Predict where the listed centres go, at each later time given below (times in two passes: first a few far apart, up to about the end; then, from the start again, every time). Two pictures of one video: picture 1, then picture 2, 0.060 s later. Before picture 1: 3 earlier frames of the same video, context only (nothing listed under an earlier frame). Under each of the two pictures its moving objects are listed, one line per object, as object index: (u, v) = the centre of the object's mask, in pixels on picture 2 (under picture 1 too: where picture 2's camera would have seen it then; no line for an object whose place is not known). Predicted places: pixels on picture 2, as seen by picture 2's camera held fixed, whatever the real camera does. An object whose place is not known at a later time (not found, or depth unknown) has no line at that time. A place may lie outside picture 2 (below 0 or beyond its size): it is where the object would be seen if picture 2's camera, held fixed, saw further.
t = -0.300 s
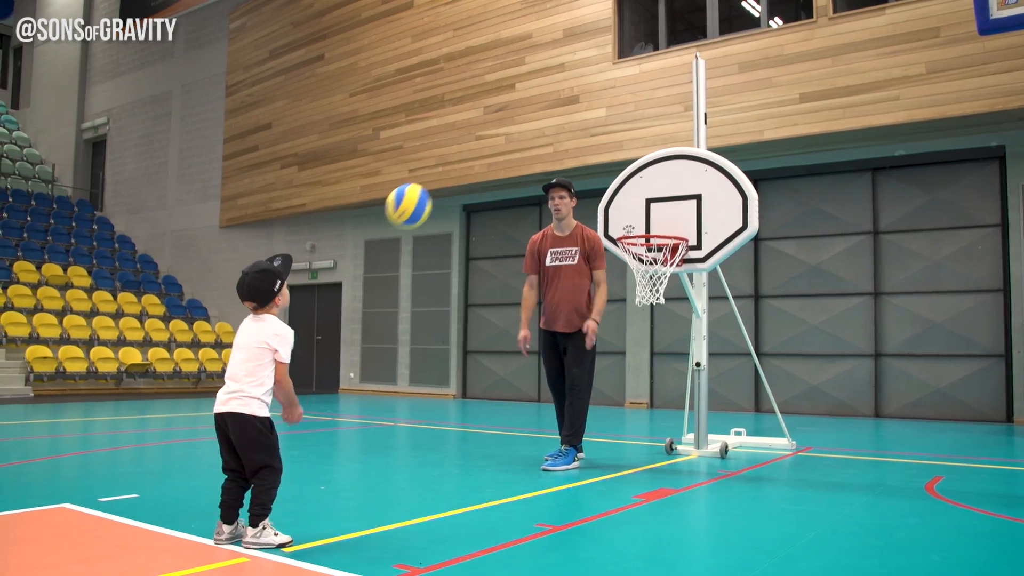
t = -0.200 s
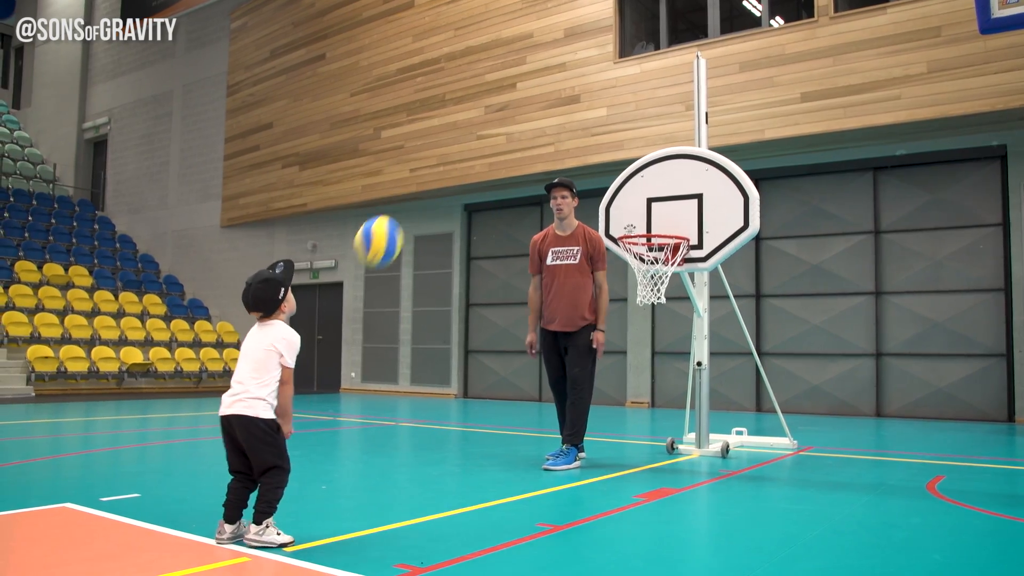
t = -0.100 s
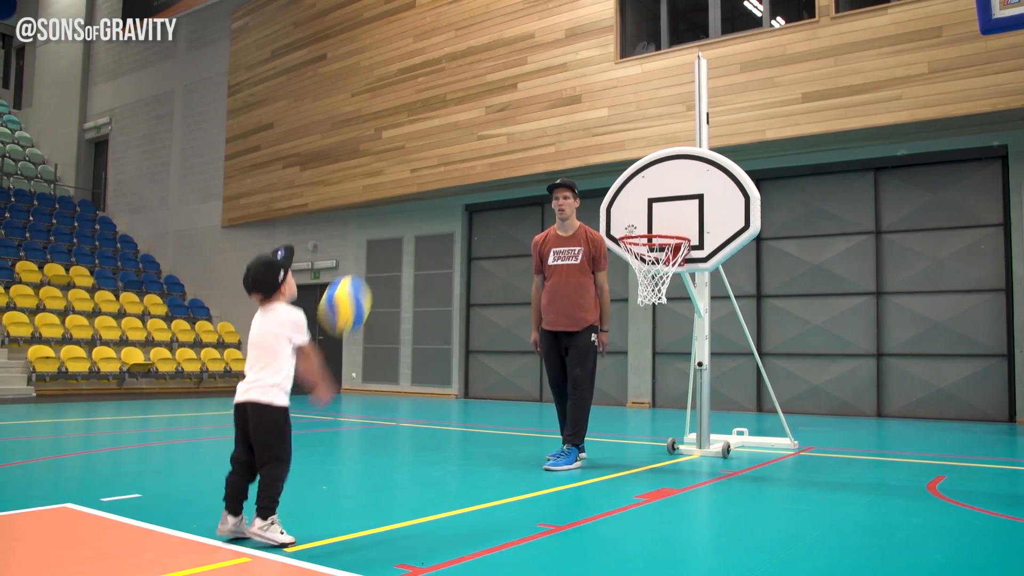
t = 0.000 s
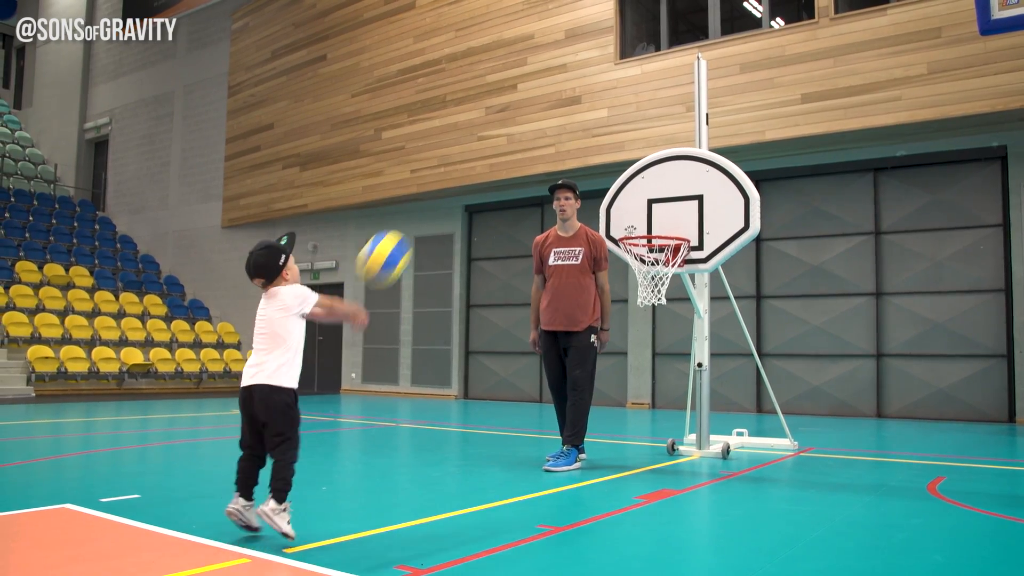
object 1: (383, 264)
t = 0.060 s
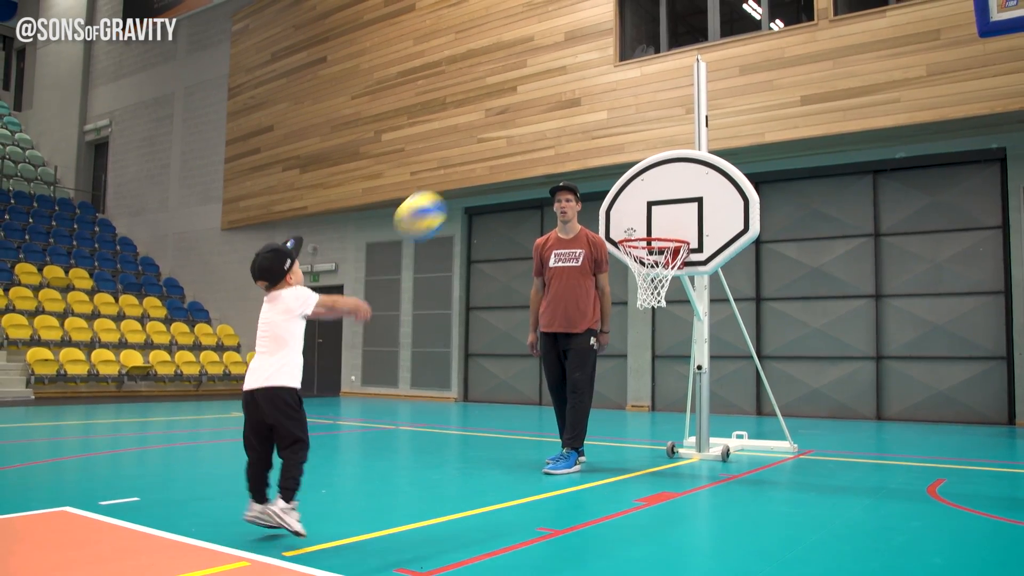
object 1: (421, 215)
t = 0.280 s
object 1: (526, 138)
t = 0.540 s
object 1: (612, 164)
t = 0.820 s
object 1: (663, 272)
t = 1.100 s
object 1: (629, 291)
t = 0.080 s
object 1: (432, 202)
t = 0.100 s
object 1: (443, 193)
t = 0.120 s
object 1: (453, 183)
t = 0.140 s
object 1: (463, 174)
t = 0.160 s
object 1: (473, 166)
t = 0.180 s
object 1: (482, 159)
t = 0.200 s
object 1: (491, 153)
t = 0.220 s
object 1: (500, 148)
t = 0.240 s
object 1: (509, 144)
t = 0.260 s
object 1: (517, 141)
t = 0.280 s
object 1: (526, 138)
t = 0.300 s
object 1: (533, 136)
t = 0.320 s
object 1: (540, 135)
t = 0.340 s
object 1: (547, 134)
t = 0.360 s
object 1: (554, 135)
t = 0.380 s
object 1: (561, 136)
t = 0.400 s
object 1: (567, 137)
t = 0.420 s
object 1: (575, 138)
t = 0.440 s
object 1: (580, 140)
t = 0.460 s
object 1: (588, 145)
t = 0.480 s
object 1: (594, 149)
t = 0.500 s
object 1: (601, 154)
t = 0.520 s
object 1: (607, 159)
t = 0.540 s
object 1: (612, 164)
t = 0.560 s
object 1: (618, 170)
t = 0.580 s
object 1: (623, 177)
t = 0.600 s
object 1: (628, 184)
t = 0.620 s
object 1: (634, 192)
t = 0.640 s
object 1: (640, 200)
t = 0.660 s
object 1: (645, 208)
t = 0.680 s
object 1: (651, 217)
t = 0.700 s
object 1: (655, 225)
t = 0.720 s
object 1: (660, 237)
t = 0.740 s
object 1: (664, 248)
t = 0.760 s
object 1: (670, 257)
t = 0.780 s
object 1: (673, 261)
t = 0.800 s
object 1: (670, 267)
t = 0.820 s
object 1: (663, 272)
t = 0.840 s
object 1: (660, 274)
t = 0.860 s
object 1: (657, 278)
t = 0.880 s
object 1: (652, 280)
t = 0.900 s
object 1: (647, 282)
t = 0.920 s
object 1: (643, 284)
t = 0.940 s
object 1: (640, 284)
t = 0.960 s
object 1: (637, 285)
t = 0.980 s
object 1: (635, 286)
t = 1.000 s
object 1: (632, 286)
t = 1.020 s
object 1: (631, 287)
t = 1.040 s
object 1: (630, 288)
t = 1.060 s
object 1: (629, 288)
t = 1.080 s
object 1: (630, 290)
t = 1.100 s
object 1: (629, 291)
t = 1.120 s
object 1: (629, 293)
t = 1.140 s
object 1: (629, 296)
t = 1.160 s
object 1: (629, 299)
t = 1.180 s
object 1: (629, 303)
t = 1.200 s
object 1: (630, 307)
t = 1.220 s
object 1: (631, 311)
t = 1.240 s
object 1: (631, 316)
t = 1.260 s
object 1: (631, 321)
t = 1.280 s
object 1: (632, 326)
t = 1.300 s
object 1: (632, 334)
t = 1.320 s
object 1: (632, 340)
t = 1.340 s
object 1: (633, 349)
